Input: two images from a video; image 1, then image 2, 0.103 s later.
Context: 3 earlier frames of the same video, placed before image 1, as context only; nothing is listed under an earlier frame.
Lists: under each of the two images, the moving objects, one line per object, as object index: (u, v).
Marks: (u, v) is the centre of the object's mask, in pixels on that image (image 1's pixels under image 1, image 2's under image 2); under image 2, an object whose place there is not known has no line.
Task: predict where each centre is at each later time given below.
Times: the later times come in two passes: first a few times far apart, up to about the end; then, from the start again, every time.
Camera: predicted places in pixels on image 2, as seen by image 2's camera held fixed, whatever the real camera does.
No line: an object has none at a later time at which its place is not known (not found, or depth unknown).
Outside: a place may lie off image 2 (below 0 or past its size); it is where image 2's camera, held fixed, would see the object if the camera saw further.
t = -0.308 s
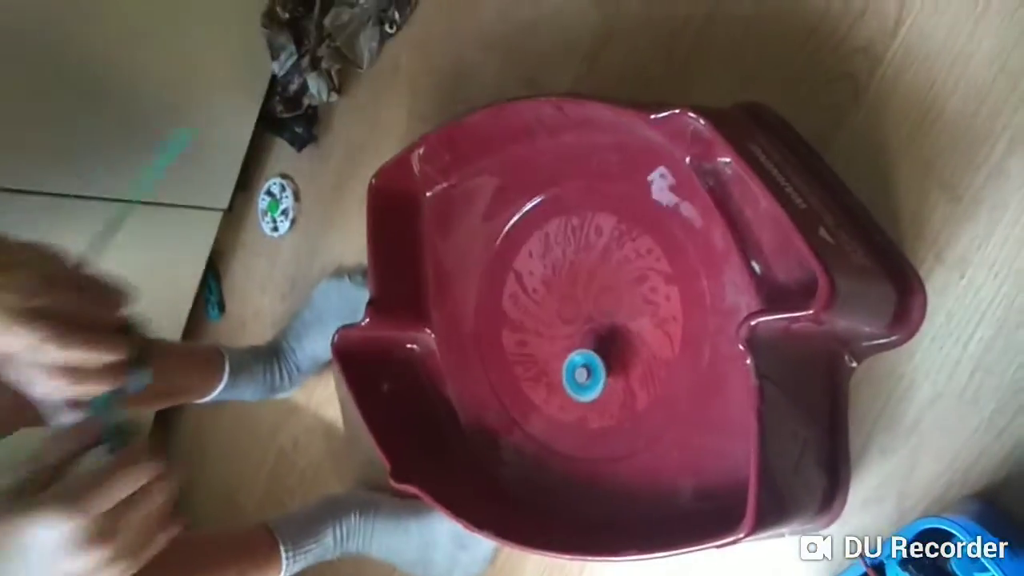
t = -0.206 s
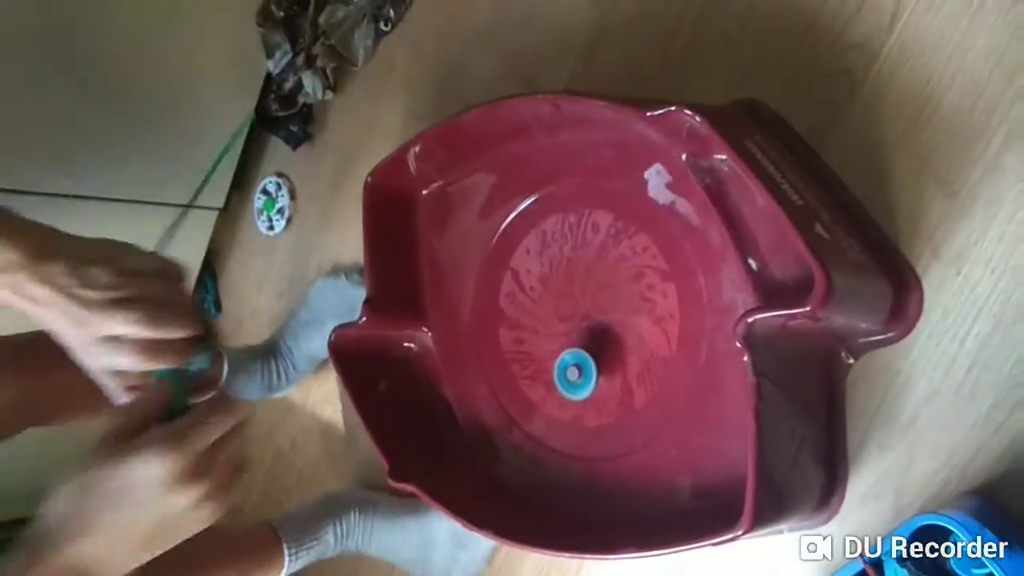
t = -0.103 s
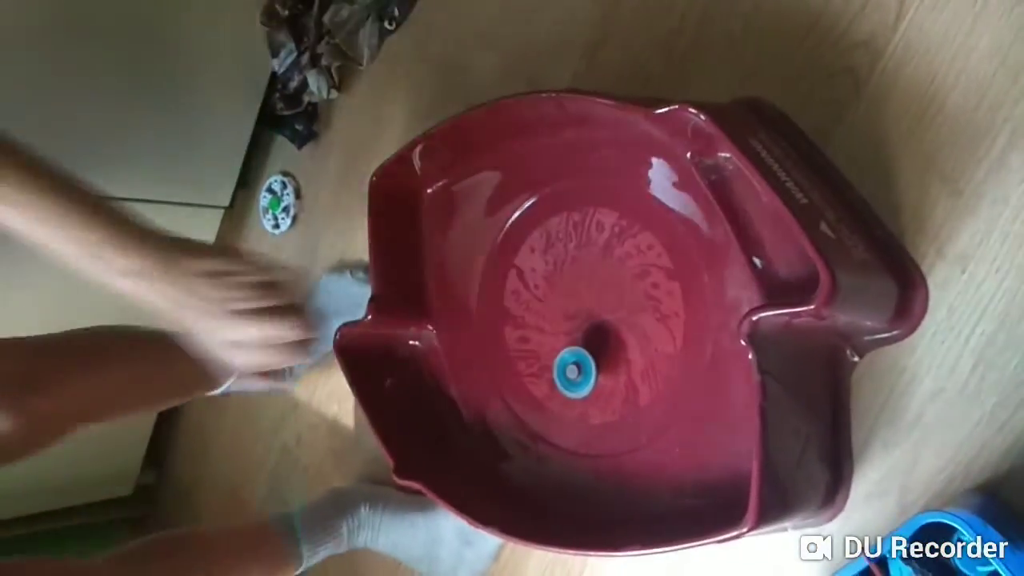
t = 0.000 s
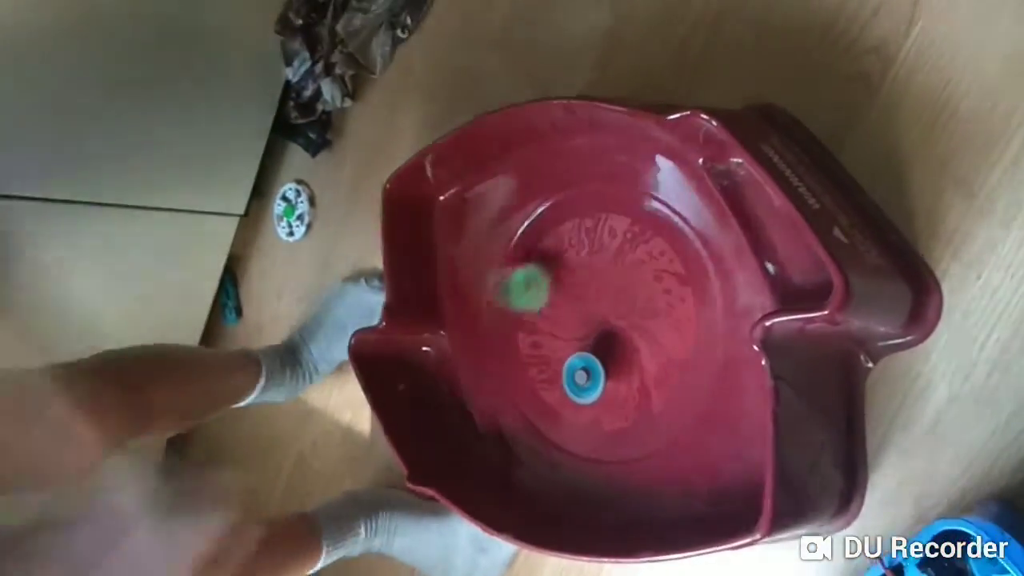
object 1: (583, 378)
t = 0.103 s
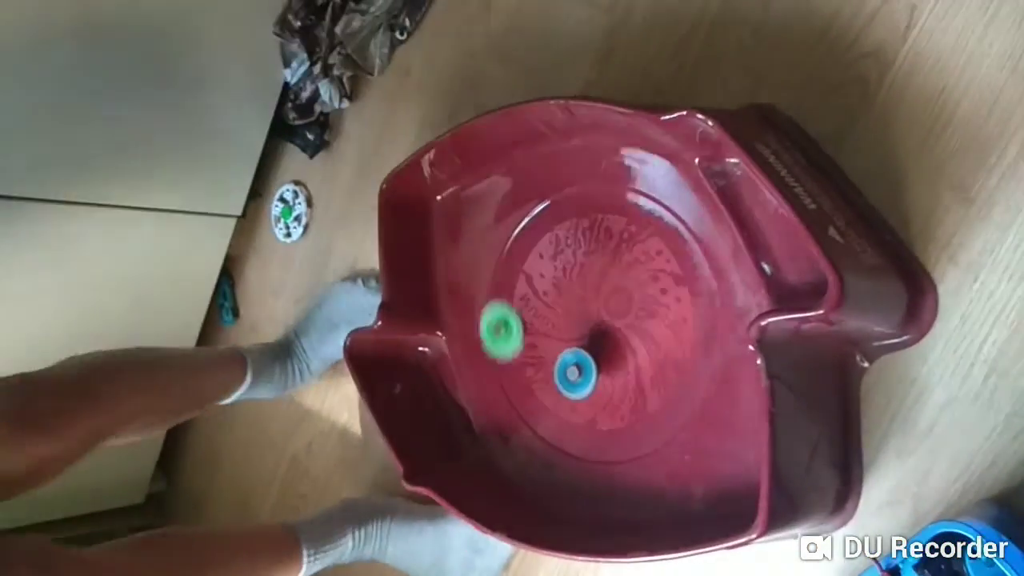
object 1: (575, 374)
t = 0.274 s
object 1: (562, 364)
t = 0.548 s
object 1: (544, 342)
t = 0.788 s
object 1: (543, 331)
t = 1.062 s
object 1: (543, 314)
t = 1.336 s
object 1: (550, 295)
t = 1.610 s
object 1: (567, 280)
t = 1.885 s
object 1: (584, 270)
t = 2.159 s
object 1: (595, 273)
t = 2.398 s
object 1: (604, 278)
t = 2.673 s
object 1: (618, 293)
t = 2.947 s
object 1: (627, 314)
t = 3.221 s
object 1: (628, 330)
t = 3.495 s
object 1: (622, 347)
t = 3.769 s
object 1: (614, 362)
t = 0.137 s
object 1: (573, 372)
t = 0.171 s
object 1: (570, 370)
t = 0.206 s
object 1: (574, 363)
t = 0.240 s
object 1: (562, 358)
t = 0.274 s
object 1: (562, 364)
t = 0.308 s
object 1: (560, 361)
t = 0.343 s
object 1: (558, 357)
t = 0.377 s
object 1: (556, 353)
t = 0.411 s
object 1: (554, 351)
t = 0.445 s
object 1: (552, 350)
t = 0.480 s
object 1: (549, 347)
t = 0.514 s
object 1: (546, 344)
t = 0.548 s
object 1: (544, 342)
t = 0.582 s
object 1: (542, 340)
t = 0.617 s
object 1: (541, 338)
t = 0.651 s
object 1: (541, 336)
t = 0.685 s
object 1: (541, 335)
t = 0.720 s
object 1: (541, 334)
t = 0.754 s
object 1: (542, 334)
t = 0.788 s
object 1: (543, 331)
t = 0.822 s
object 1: (543, 330)
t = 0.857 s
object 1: (543, 328)
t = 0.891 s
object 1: (542, 326)
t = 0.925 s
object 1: (542, 323)
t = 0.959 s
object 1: (542, 321)
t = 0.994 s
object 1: (542, 319)
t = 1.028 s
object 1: (543, 316)
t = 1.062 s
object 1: (543, 314)
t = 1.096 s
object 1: (544, 311)
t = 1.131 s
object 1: (544, 309)
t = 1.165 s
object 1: (545, 306)
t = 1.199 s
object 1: (545, 303)
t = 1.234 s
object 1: (546, 301)
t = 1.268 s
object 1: (547, 299)
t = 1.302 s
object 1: (548, 297)
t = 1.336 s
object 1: (550, 295)
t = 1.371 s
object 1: (552, 293)
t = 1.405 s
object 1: (554, 291)
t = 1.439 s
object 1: (556, 289)
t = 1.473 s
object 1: (558, 287)
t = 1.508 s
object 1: (560, 285)
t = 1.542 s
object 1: (562, 283)
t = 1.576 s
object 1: (564, 281)
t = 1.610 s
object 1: (567, 280)
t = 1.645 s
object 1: (569, 278)
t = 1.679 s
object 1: (571, 276)
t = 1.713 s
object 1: (573, 275)
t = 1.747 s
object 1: (575, 273)
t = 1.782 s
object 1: (578, 272)
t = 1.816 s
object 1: (580, 271)
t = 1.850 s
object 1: (583, 270)
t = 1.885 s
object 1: (584, 270)
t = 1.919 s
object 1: (586, 270)
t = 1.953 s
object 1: (587, 270)
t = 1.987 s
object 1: (588, 270)
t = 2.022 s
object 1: (589, 271)
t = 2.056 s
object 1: (591, 271)
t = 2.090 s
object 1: (592, 272)
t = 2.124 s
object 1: (594, 272)
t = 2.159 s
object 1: (595, 273)
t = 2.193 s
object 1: (597, 273)
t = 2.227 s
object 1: (598, 273)
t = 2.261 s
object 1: (599, 274)
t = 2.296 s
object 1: (600, 275)
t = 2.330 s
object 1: (601, 275)
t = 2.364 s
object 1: (602, 277)
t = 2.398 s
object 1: (604, 278)
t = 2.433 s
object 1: (606, 279)
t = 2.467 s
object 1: (608, 280)
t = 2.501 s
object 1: (611, 284)
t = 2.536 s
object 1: (612, 286)
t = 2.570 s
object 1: (614, 287)
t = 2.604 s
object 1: (615, 289)
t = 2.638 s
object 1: (617, 291)
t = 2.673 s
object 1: (618, 293)
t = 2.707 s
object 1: (619, 295)
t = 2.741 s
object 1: (620, 297)
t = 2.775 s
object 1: (622, 300)
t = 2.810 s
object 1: (622, 303)
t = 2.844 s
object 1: (623, 306)
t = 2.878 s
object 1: (625, 308)
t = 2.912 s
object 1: (626, 311)
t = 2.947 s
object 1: (627, 314)
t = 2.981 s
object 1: (628, 318)
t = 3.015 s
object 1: (629, 320)
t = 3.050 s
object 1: (629, 323)
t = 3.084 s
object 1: (629, 325)
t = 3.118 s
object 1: (629, 326)
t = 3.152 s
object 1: (629, 327)
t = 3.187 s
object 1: (628, 329)
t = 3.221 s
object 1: (628, 330)
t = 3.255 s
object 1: (627, 332)
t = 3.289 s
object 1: (627, 333)
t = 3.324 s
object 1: (626, 335)
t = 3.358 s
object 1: (626, 337)
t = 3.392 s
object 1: (625, 340)
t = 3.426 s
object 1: (624, 342)
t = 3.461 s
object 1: (623, 345)
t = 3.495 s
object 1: (622, 347)
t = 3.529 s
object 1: (621, 350)
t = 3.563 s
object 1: (620, 352)
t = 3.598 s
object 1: (619, 354)
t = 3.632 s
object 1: (618, 356)
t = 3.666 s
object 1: (617, 357)
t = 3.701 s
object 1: (616, 359)
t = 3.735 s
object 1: (615, 360)
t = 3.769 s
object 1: (614, 362)
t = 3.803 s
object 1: (612, 363)
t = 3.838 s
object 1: (610, 364)
